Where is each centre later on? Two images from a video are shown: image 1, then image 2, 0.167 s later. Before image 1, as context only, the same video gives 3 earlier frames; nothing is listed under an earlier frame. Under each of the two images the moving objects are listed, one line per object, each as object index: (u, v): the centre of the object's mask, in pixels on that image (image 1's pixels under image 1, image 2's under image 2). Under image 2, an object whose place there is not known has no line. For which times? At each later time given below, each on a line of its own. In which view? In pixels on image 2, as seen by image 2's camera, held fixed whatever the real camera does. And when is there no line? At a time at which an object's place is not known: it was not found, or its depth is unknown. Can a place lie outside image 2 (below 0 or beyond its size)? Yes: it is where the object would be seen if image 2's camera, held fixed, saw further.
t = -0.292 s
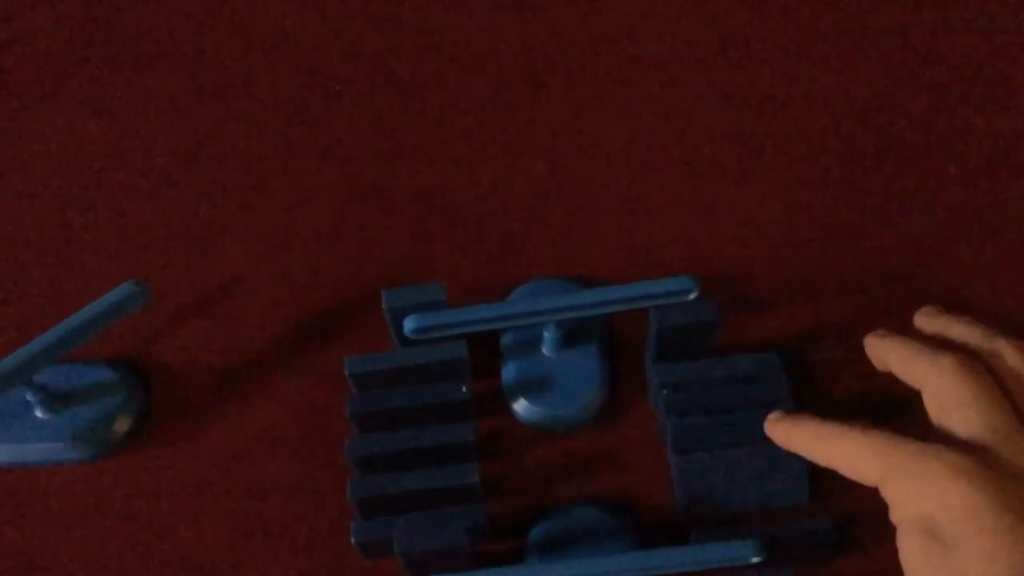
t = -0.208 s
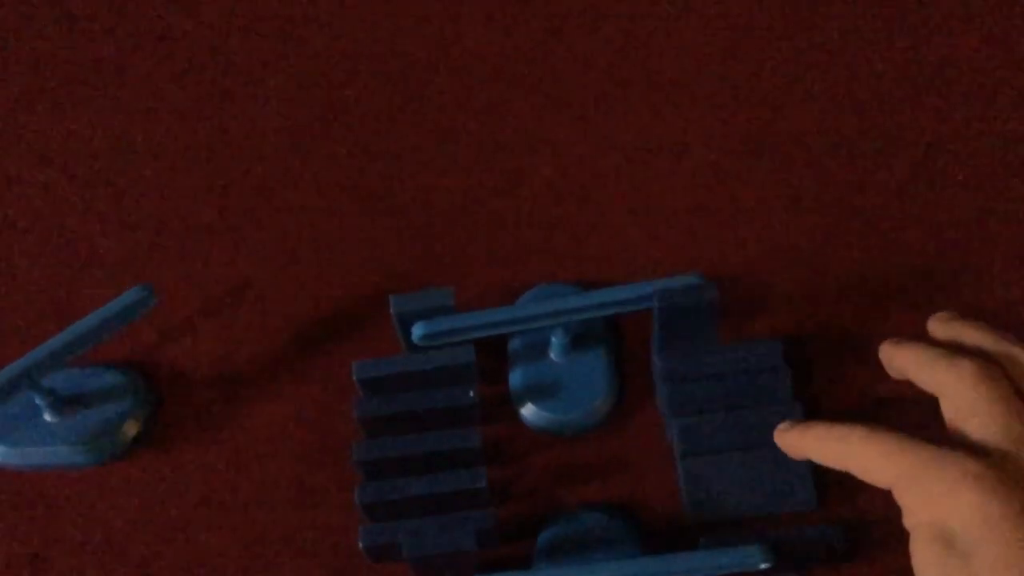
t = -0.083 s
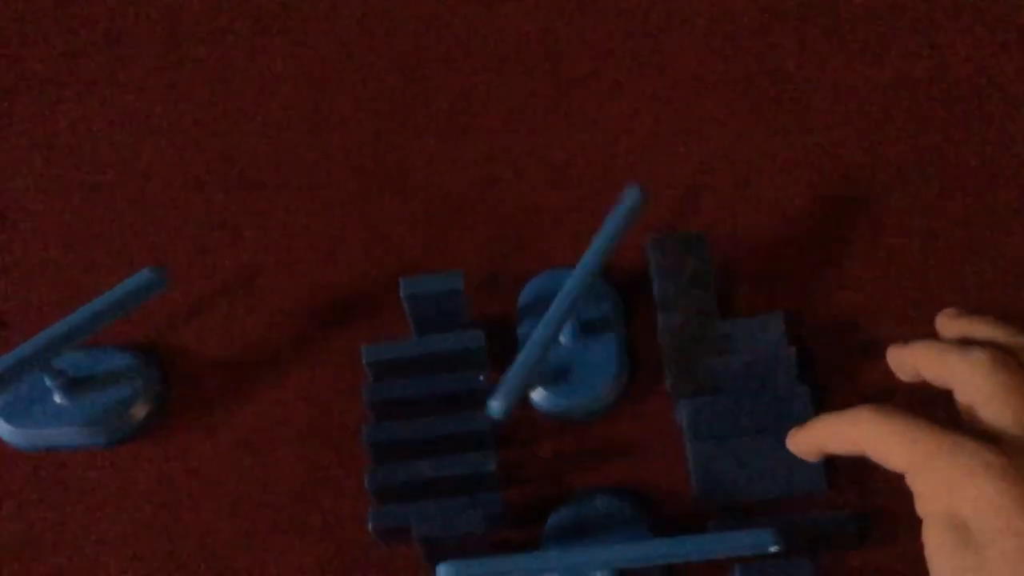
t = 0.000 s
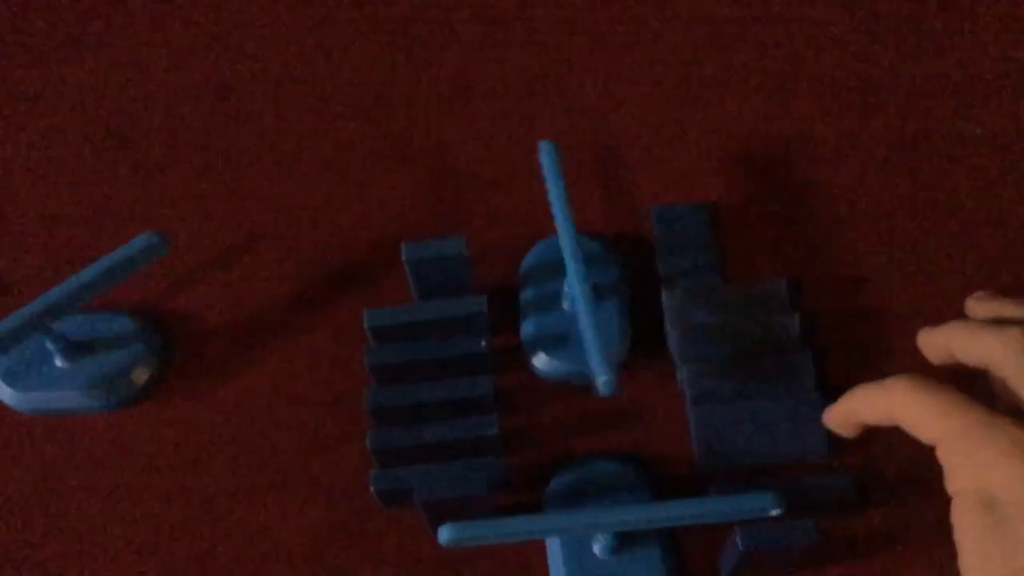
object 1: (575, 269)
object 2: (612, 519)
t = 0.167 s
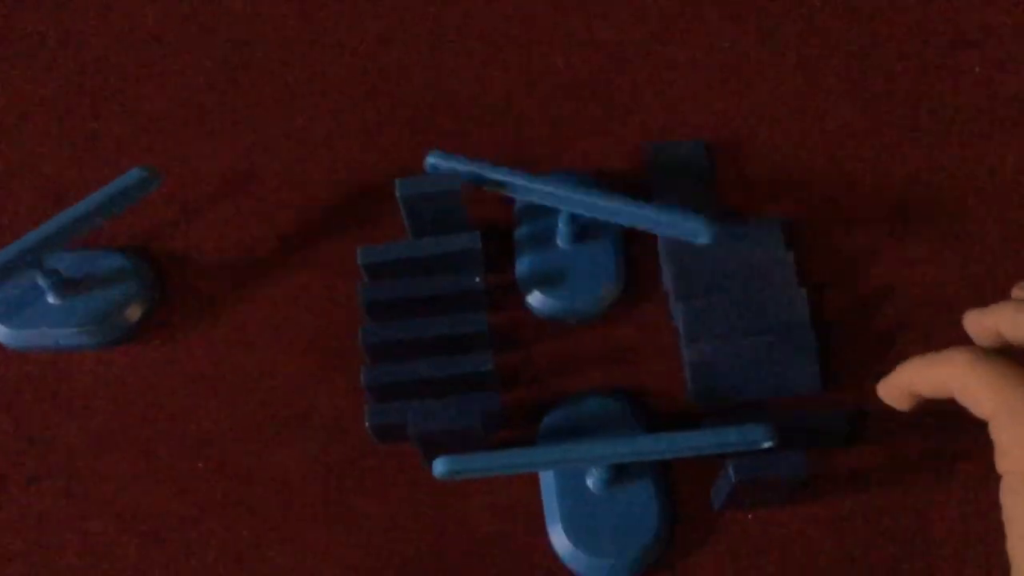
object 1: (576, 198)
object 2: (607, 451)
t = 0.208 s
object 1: (582, 197)
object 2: (605, 452)
